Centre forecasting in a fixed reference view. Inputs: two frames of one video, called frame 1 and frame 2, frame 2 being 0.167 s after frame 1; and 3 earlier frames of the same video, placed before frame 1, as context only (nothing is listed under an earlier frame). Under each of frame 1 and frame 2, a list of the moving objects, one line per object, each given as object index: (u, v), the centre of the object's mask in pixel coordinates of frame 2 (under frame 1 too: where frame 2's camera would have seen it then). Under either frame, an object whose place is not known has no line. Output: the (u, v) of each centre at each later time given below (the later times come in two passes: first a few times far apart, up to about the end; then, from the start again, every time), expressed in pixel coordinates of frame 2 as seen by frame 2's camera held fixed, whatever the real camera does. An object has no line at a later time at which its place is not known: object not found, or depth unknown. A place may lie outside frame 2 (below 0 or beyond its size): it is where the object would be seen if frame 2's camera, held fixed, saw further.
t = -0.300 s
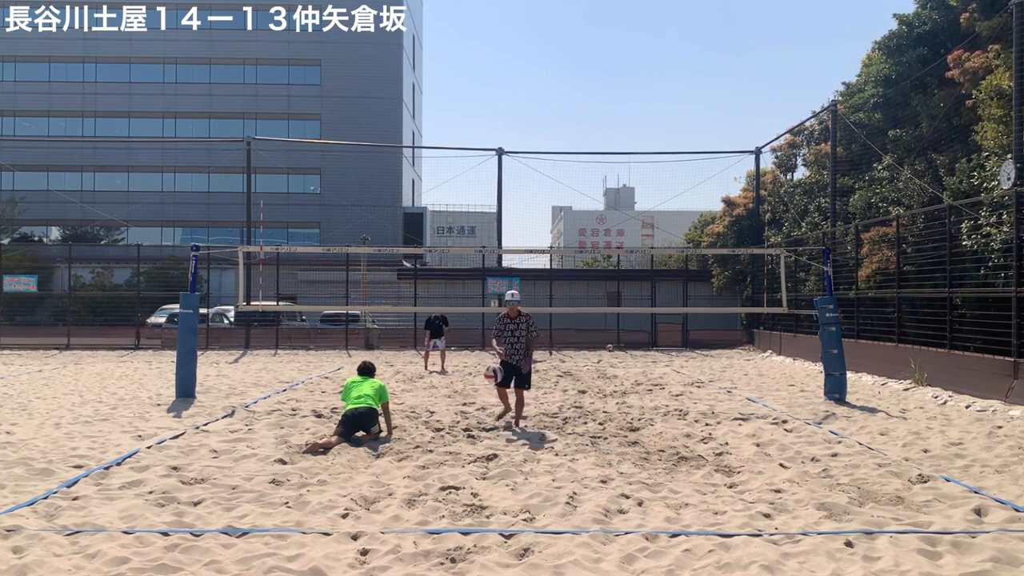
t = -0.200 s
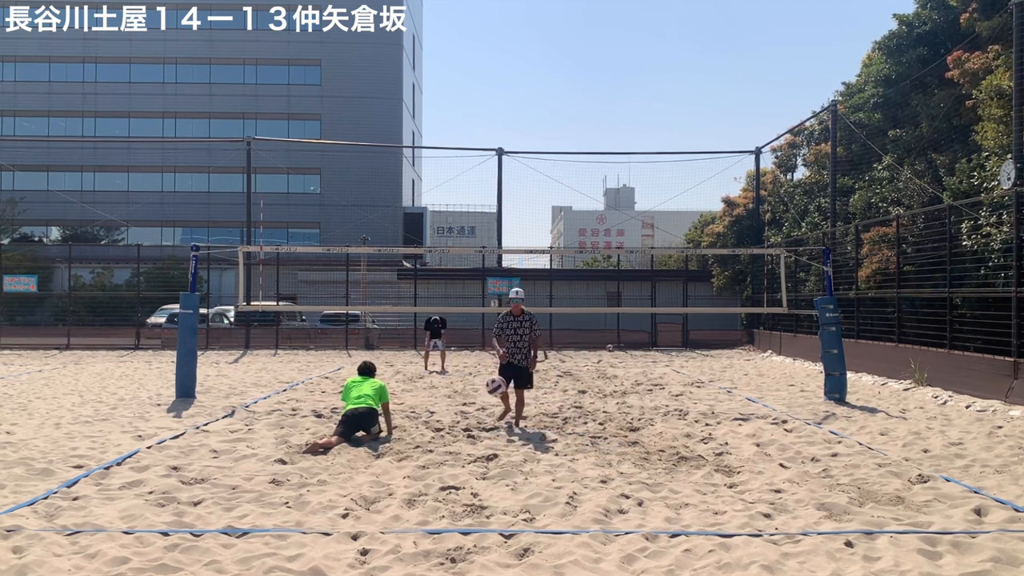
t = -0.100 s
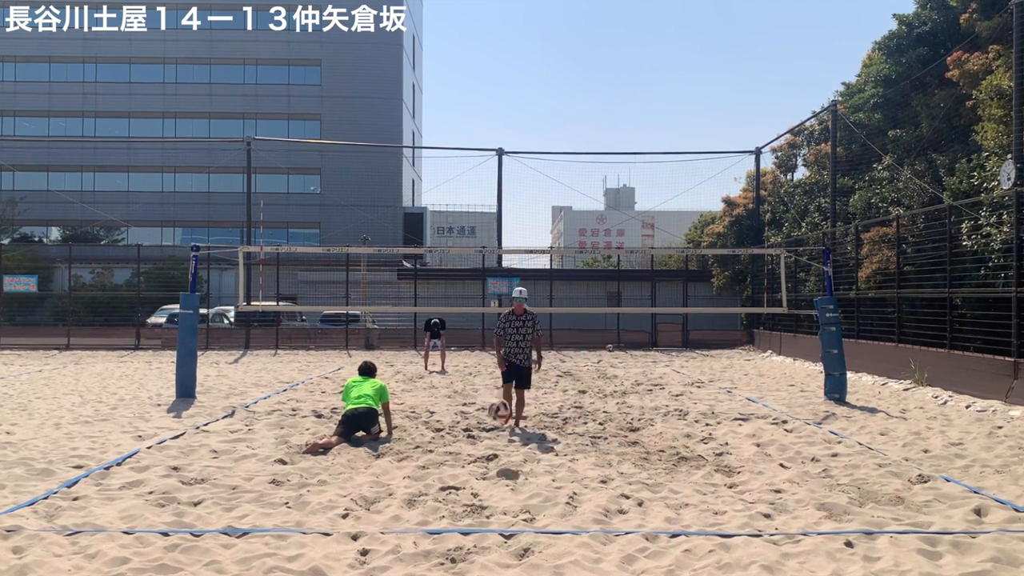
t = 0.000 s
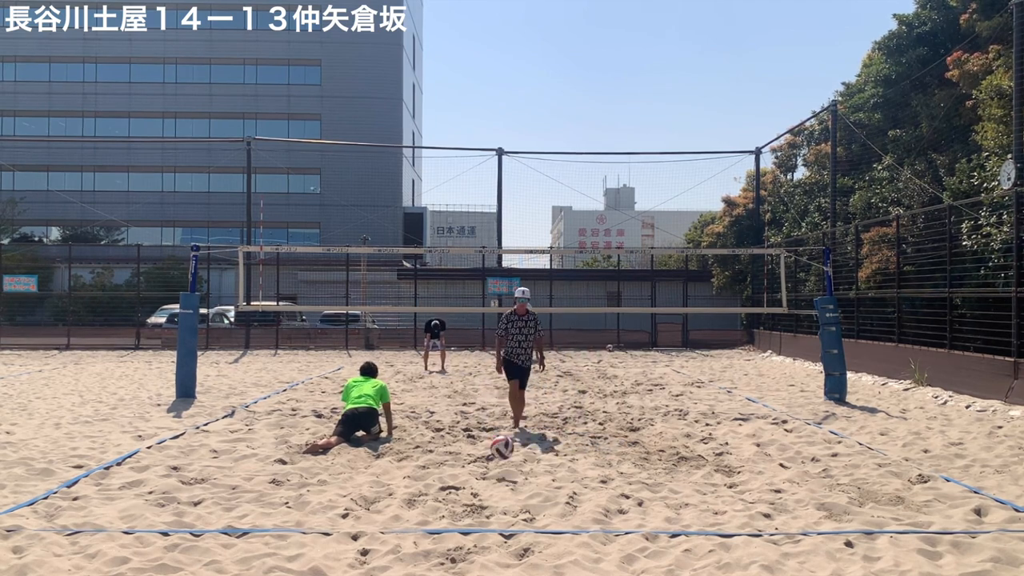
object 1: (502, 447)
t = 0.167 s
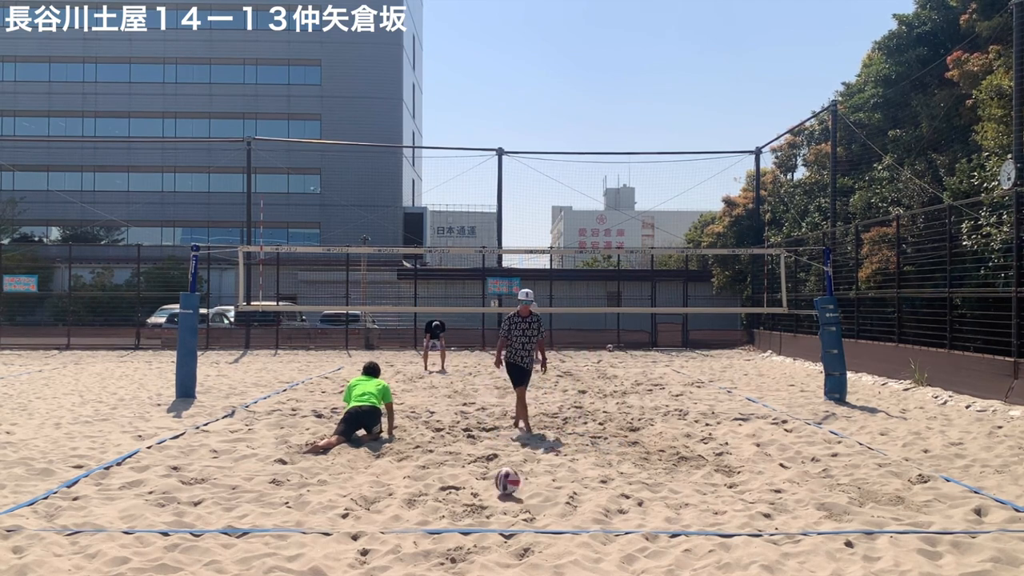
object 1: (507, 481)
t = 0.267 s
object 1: (511, 491)
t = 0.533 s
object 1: (523, 517)
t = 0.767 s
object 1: (530, 539)
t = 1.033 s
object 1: (532, 561)
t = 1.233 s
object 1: (536, 566)
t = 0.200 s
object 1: (508, 485)
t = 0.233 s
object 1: (510, 489)
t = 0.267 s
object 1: (511, 491)
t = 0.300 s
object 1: (512, 493)
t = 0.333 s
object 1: (513, 497)
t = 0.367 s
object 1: (514, 502)
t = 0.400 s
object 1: (516, 505)
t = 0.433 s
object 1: (517, 506)
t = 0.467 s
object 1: (519, 507)
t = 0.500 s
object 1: (521, 512)
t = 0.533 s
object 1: (523, 517)
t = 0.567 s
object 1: (524, 518)
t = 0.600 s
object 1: (525, 519)
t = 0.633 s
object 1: (526, 523)
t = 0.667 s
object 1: (528, 526)
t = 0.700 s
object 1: (529, 530)
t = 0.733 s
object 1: (531, 537)
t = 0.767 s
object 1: (530, 539)
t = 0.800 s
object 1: (530, 540)
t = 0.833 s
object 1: (530, 541)
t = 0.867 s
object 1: (529, 546)
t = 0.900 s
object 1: (528, 550)
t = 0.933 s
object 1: (528, 556)
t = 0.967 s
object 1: (529, 558)
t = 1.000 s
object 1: (530, 559)
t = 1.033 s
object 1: (532, 561)
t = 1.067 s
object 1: (533, 561)
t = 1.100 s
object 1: (534, 562)
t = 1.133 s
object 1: (535, 562)
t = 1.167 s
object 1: (535, 563)
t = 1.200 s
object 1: (536, 564)
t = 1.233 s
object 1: (536, 566)
